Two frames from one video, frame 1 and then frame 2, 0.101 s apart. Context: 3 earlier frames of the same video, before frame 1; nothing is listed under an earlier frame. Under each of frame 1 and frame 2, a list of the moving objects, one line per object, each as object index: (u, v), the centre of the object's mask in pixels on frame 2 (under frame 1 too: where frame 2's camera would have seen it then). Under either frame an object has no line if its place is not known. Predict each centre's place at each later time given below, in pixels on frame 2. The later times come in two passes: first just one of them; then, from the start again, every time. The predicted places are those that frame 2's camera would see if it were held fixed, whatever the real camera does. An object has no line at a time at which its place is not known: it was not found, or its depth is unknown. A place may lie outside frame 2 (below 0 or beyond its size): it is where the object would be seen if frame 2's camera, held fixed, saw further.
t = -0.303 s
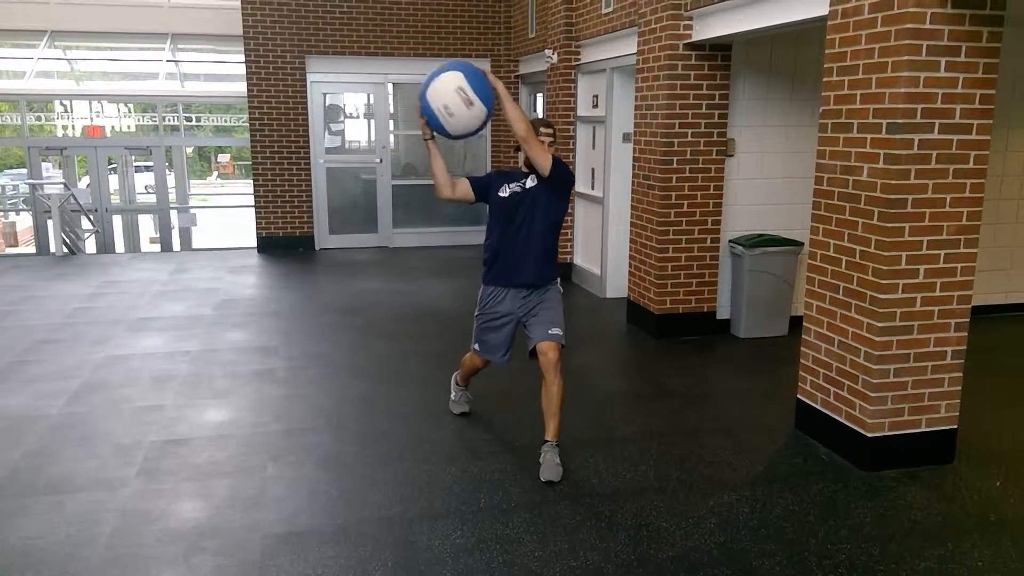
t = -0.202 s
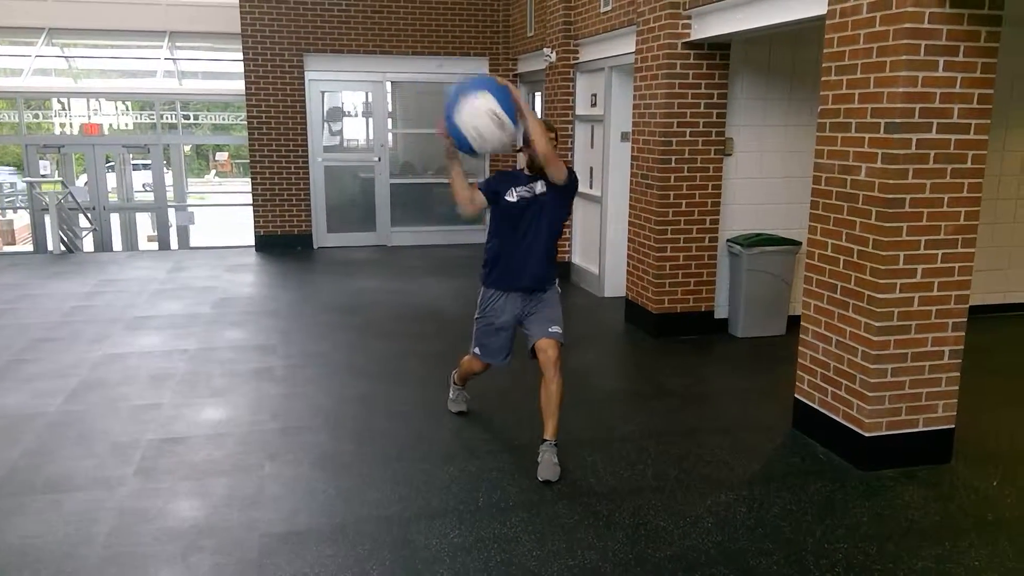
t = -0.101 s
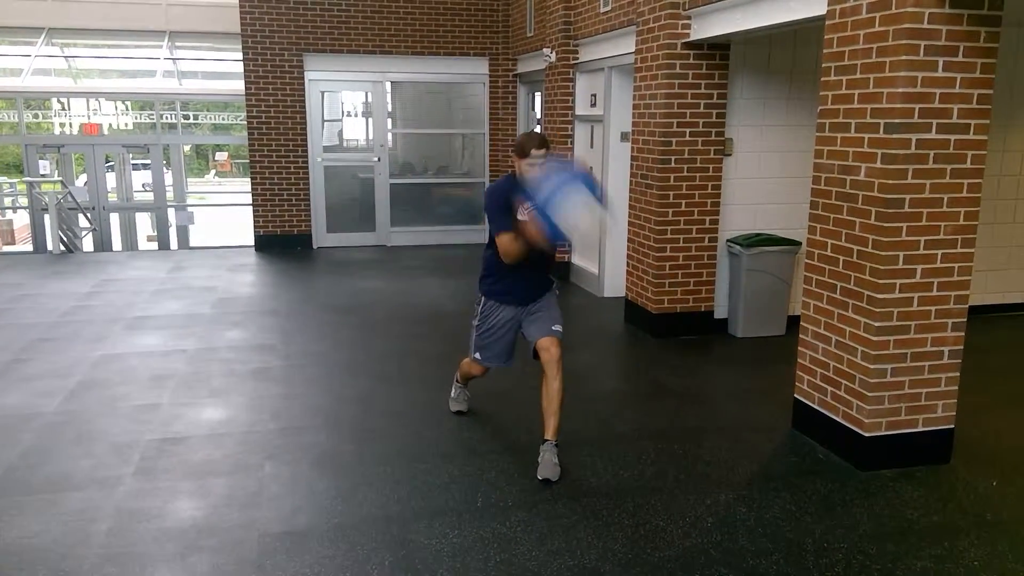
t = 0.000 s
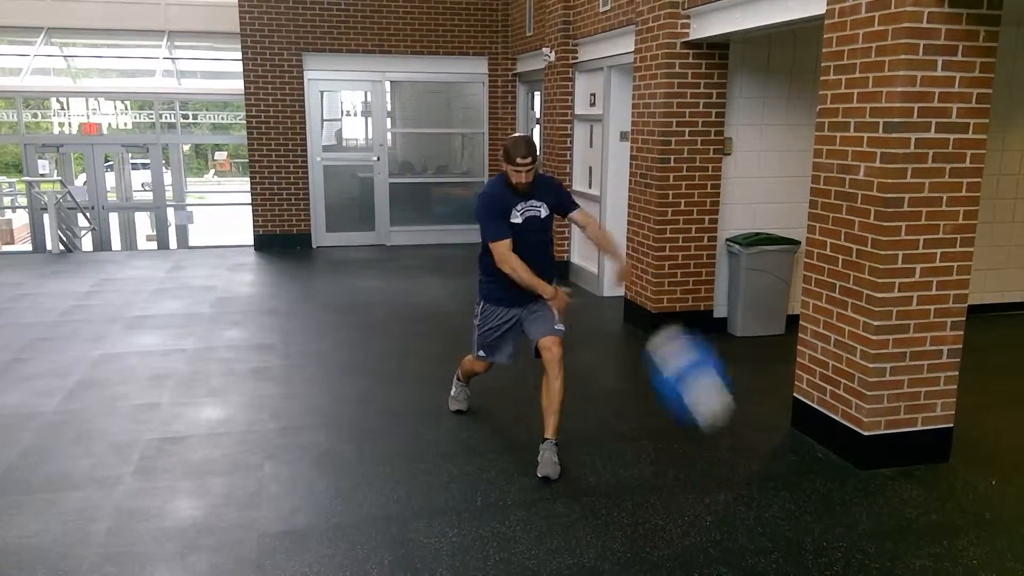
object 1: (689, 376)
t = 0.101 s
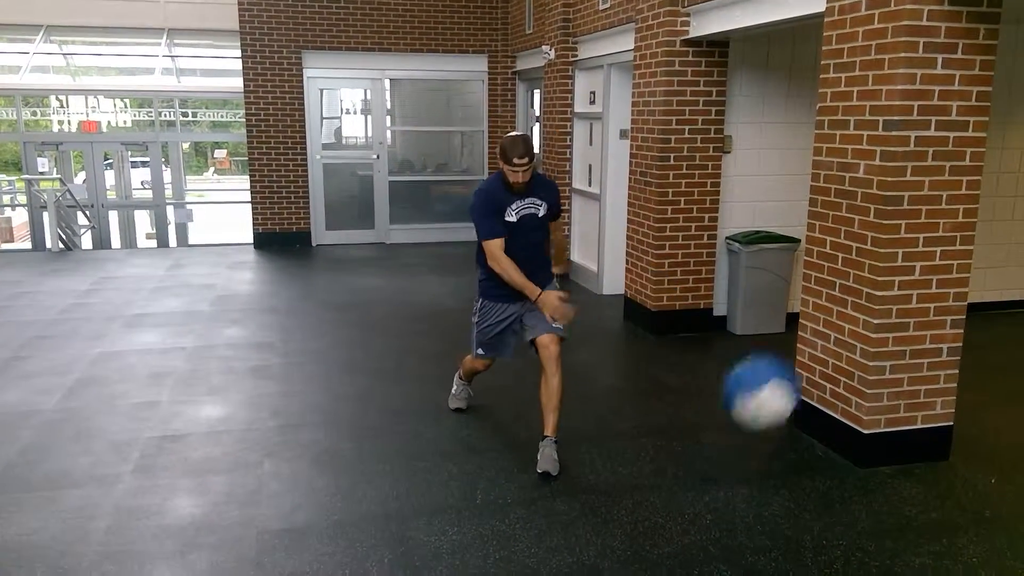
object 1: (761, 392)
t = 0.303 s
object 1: (778, 284)
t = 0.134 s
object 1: (779, 367)
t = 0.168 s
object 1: (798, 344)
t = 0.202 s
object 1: (810, 325)
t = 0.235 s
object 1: (800, 309)
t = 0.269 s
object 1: (789, 297)
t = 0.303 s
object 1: (778, 284)
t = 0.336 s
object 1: (767, 277)
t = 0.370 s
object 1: (756, 270)
